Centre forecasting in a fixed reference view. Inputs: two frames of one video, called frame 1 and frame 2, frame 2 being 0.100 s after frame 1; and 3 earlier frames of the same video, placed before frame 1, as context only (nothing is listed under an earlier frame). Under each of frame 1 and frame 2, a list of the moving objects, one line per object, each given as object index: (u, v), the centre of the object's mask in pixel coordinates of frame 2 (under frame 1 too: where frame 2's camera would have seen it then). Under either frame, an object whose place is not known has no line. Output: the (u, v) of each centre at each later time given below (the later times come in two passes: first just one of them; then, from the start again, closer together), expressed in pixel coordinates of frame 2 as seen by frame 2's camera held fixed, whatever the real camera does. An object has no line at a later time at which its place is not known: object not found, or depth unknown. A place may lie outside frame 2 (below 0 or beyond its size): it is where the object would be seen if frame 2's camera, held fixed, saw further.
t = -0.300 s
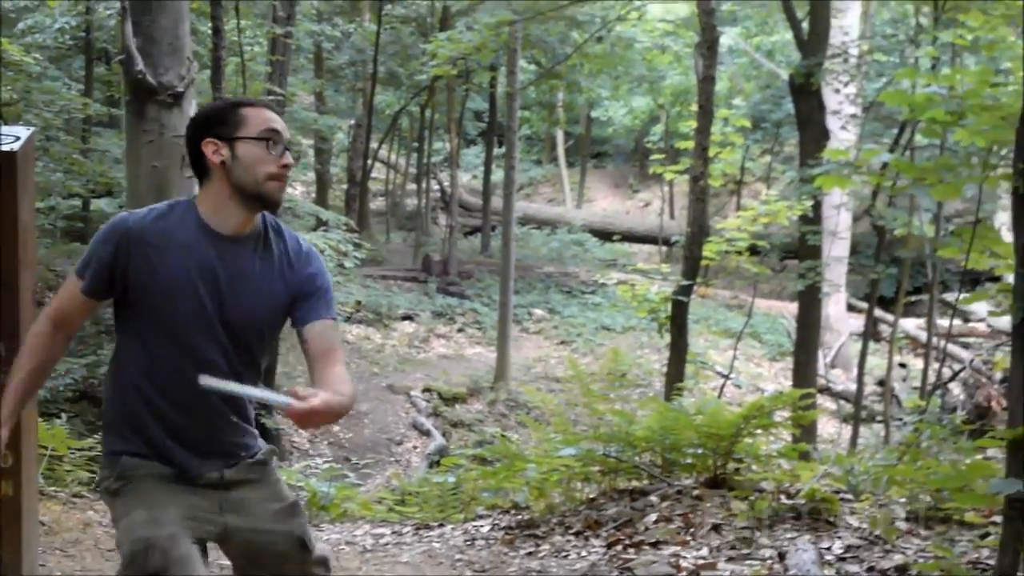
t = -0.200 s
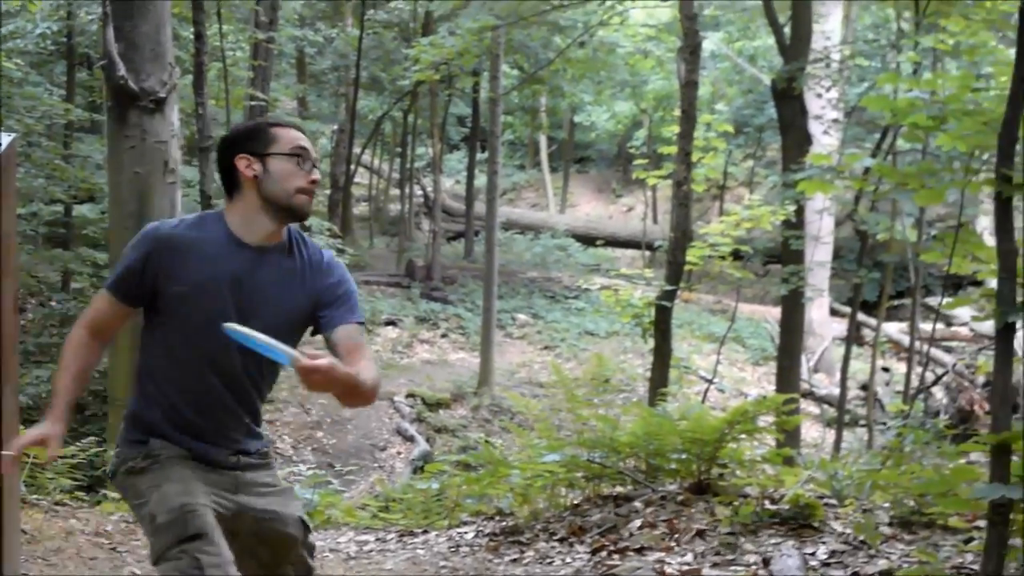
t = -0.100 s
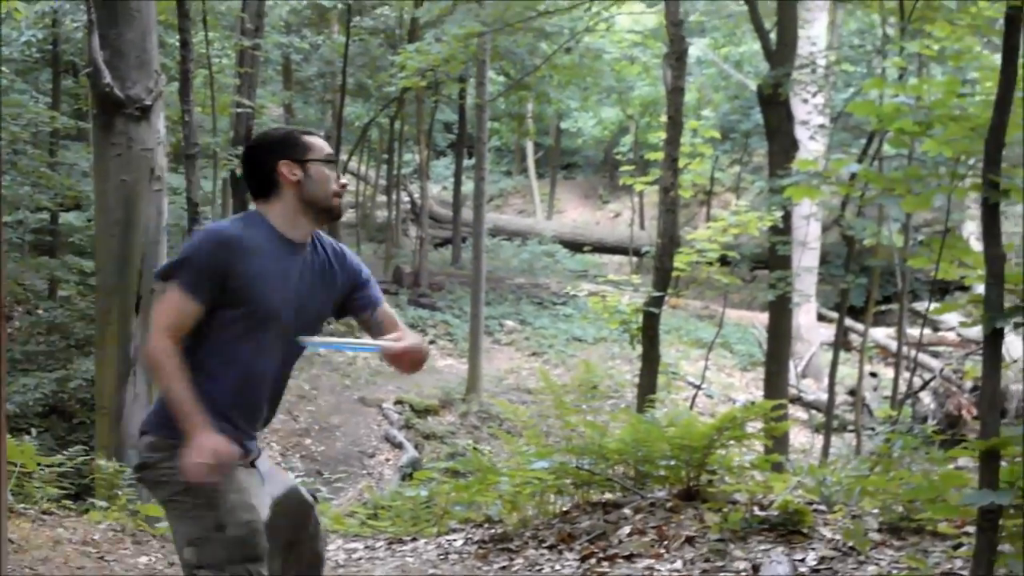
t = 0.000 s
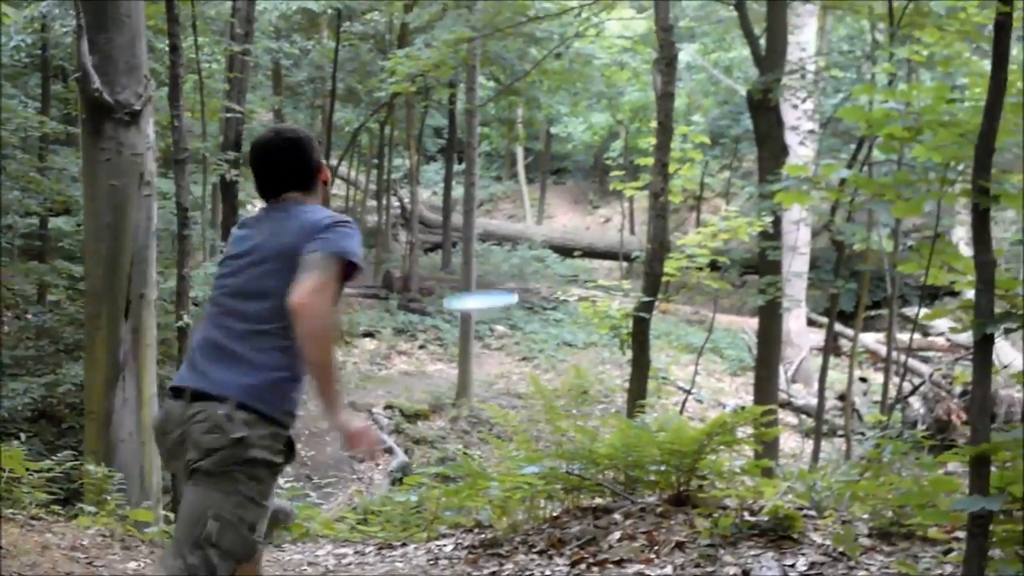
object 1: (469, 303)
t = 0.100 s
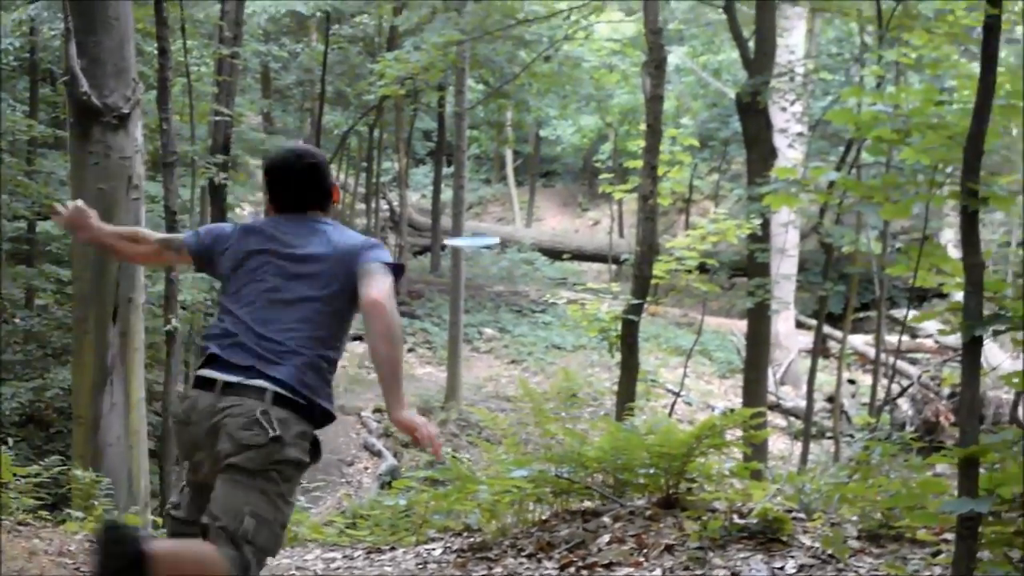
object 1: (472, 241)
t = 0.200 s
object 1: (469, 208)
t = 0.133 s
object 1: (468, 225)
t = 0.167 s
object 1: (470, 218)
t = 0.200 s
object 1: (469, 208)
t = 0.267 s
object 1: (472, 193)
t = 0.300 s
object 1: (468, 184)
